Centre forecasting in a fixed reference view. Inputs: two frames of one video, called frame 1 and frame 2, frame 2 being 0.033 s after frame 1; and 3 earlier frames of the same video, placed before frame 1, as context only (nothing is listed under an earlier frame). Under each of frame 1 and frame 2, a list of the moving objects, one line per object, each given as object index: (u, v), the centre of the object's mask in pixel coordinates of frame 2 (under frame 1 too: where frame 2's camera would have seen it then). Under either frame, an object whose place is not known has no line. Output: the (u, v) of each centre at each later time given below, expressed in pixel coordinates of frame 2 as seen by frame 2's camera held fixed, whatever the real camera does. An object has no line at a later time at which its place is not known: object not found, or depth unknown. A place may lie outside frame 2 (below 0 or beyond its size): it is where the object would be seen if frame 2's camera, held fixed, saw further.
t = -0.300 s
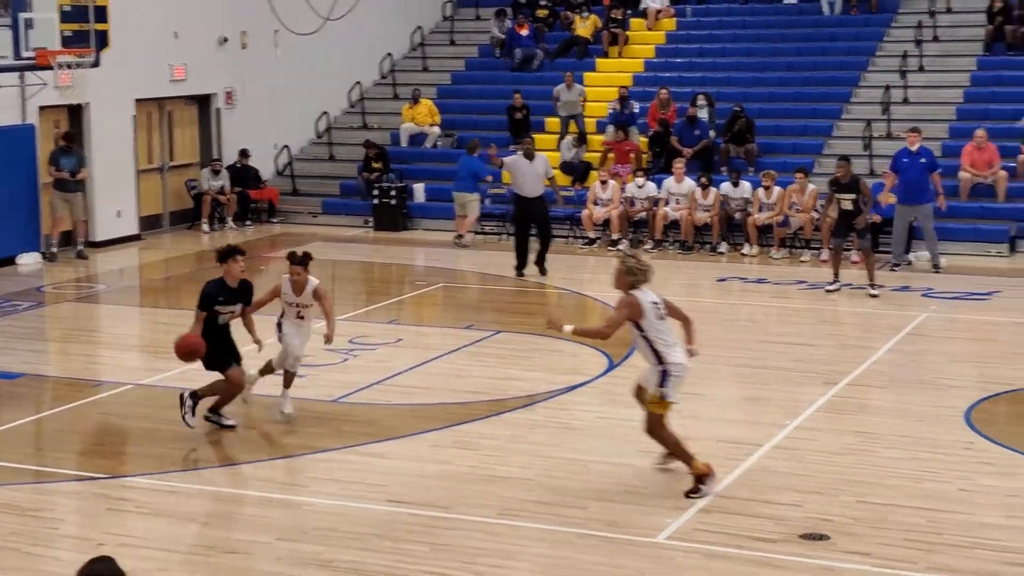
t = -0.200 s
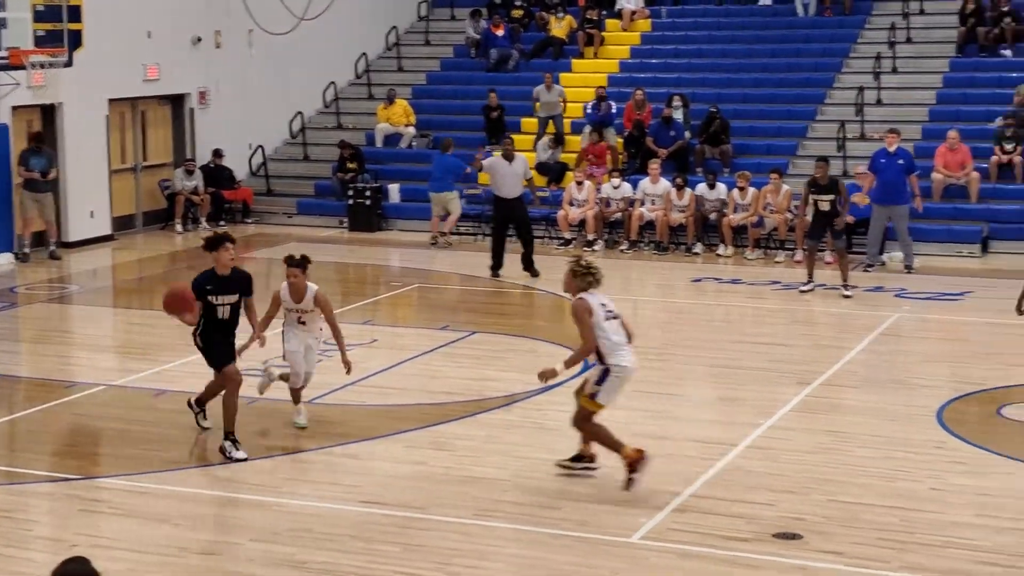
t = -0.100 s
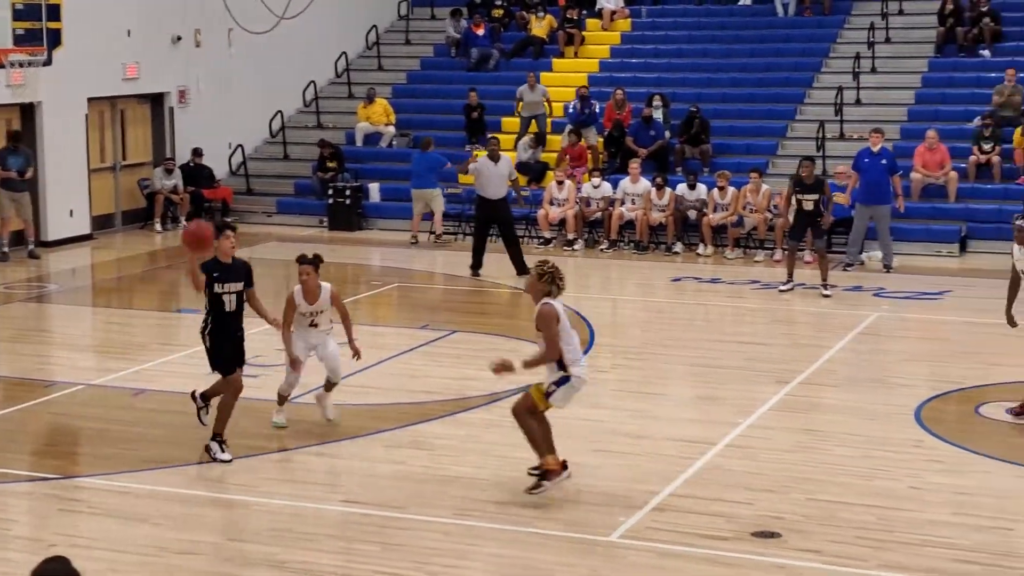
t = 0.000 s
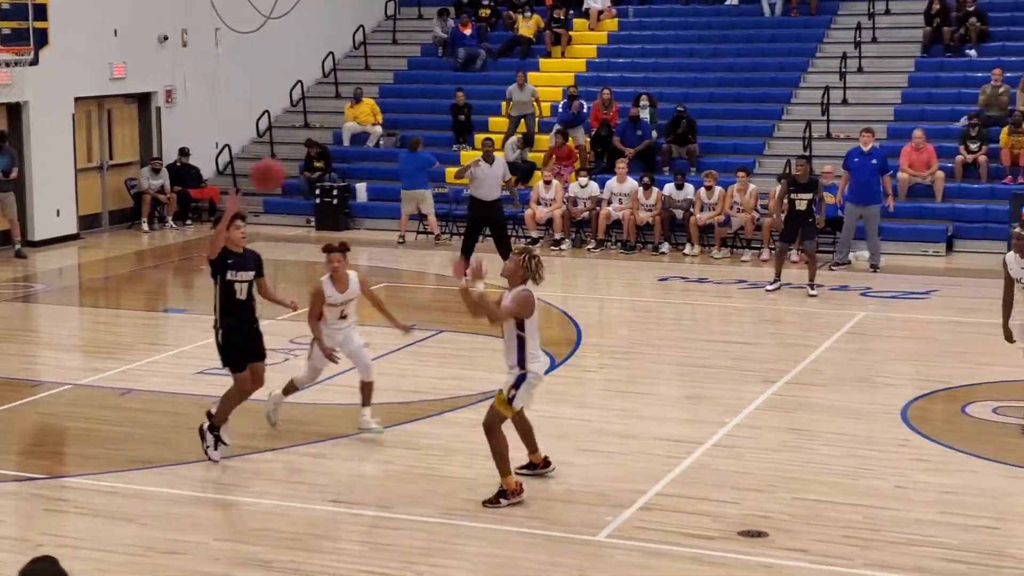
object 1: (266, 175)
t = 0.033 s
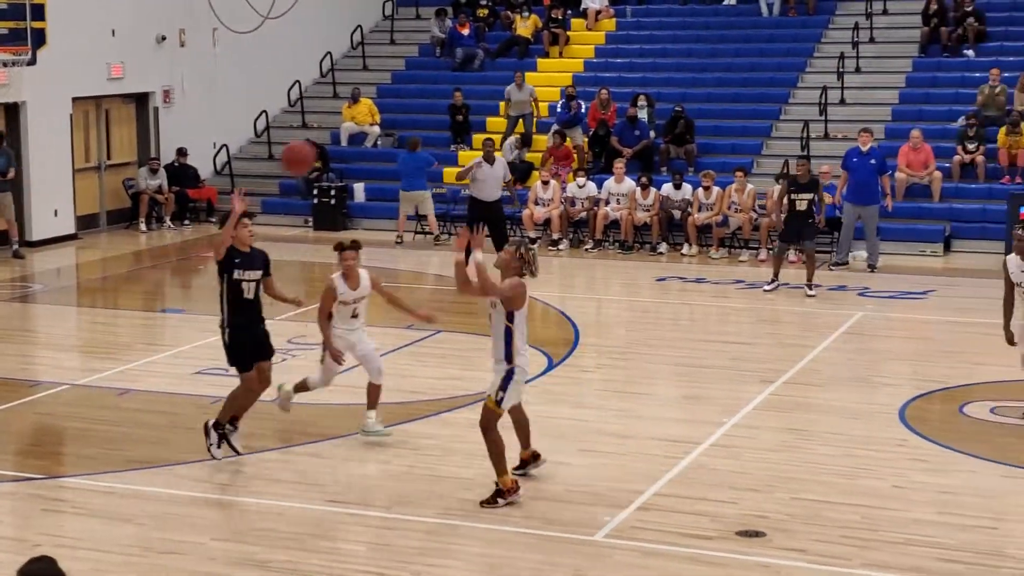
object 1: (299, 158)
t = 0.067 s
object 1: (330, 143)
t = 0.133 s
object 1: (399, 113)
